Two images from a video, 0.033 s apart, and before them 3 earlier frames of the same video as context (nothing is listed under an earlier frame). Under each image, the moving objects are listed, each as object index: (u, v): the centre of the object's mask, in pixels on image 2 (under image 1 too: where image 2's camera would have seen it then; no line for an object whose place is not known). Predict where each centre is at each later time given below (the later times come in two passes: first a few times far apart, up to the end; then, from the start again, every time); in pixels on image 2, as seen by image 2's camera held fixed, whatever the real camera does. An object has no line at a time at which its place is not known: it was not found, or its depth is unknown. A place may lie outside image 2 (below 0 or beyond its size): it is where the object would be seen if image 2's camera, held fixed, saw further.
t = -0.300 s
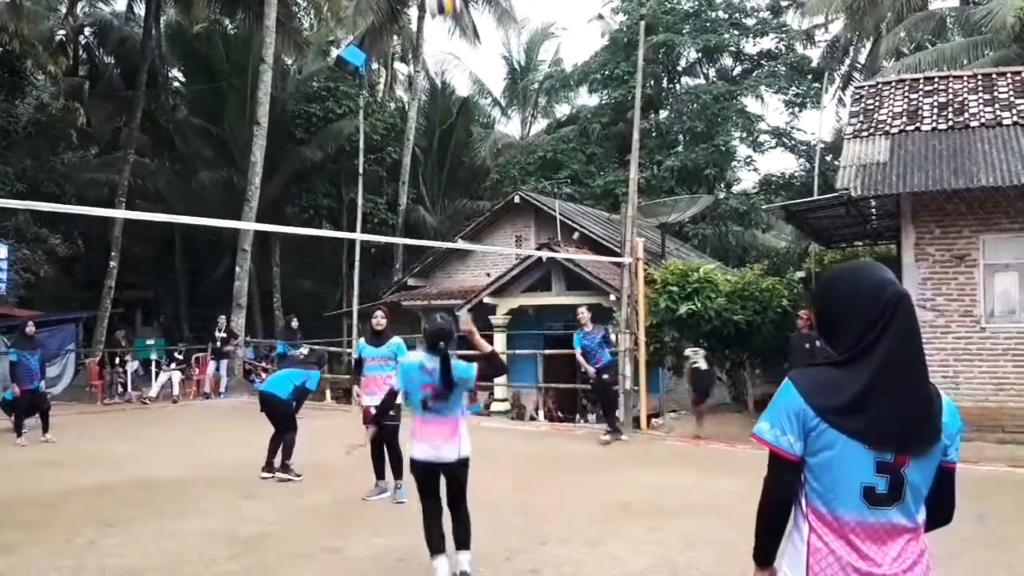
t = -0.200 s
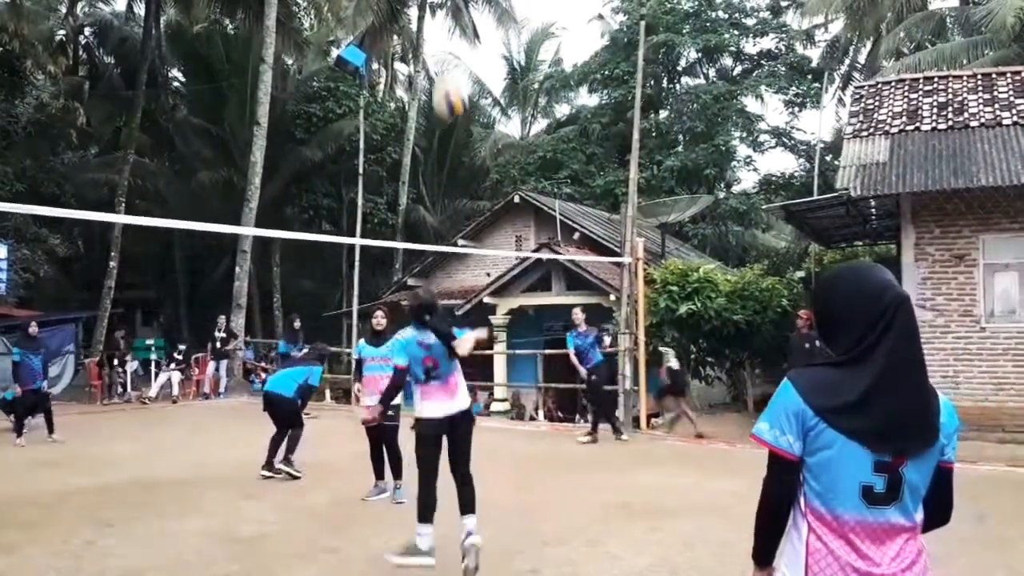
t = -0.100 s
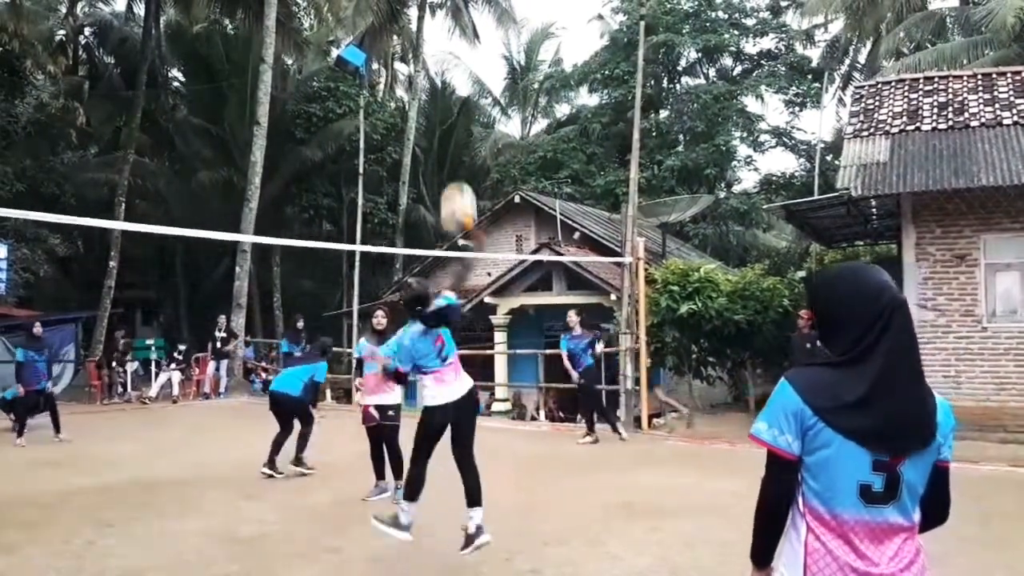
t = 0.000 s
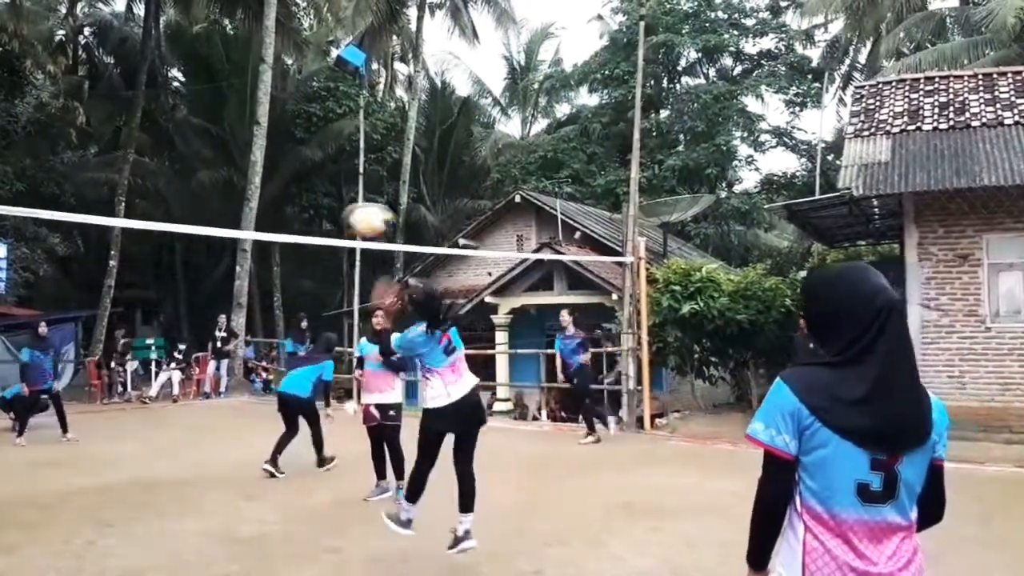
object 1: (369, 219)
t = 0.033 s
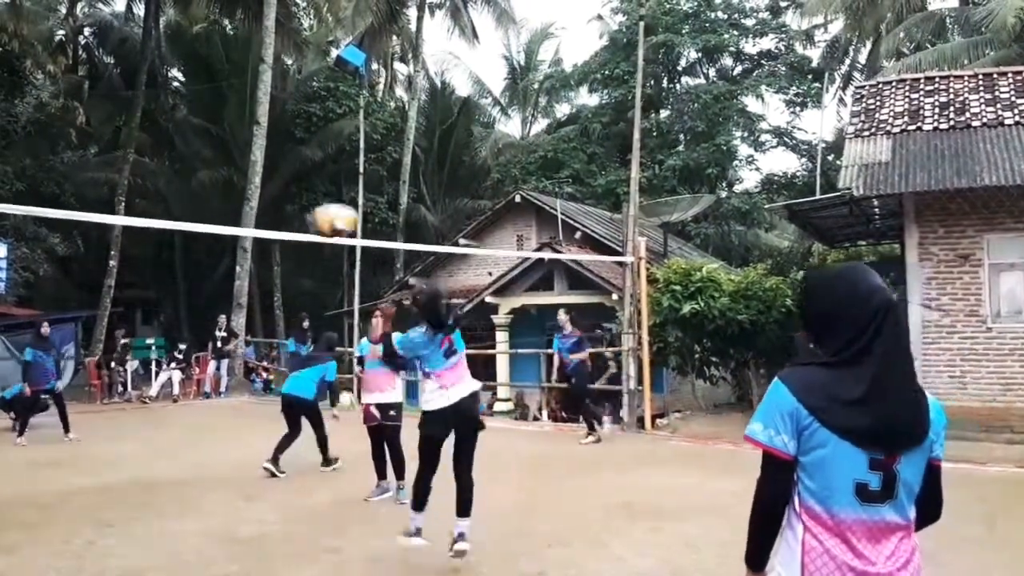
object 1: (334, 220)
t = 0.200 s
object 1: (164, 253)
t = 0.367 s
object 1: (12, 328)
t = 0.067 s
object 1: (299, 221)
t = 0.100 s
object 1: (266, 226)
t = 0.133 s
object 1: (230, 234)
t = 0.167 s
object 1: (197, 244)
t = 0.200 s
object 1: (164, 253)
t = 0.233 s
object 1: (133, 265)
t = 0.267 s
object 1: (100, 278)
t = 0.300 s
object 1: (68, 294)
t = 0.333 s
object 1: (38, 309)
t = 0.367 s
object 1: (12, 328)
